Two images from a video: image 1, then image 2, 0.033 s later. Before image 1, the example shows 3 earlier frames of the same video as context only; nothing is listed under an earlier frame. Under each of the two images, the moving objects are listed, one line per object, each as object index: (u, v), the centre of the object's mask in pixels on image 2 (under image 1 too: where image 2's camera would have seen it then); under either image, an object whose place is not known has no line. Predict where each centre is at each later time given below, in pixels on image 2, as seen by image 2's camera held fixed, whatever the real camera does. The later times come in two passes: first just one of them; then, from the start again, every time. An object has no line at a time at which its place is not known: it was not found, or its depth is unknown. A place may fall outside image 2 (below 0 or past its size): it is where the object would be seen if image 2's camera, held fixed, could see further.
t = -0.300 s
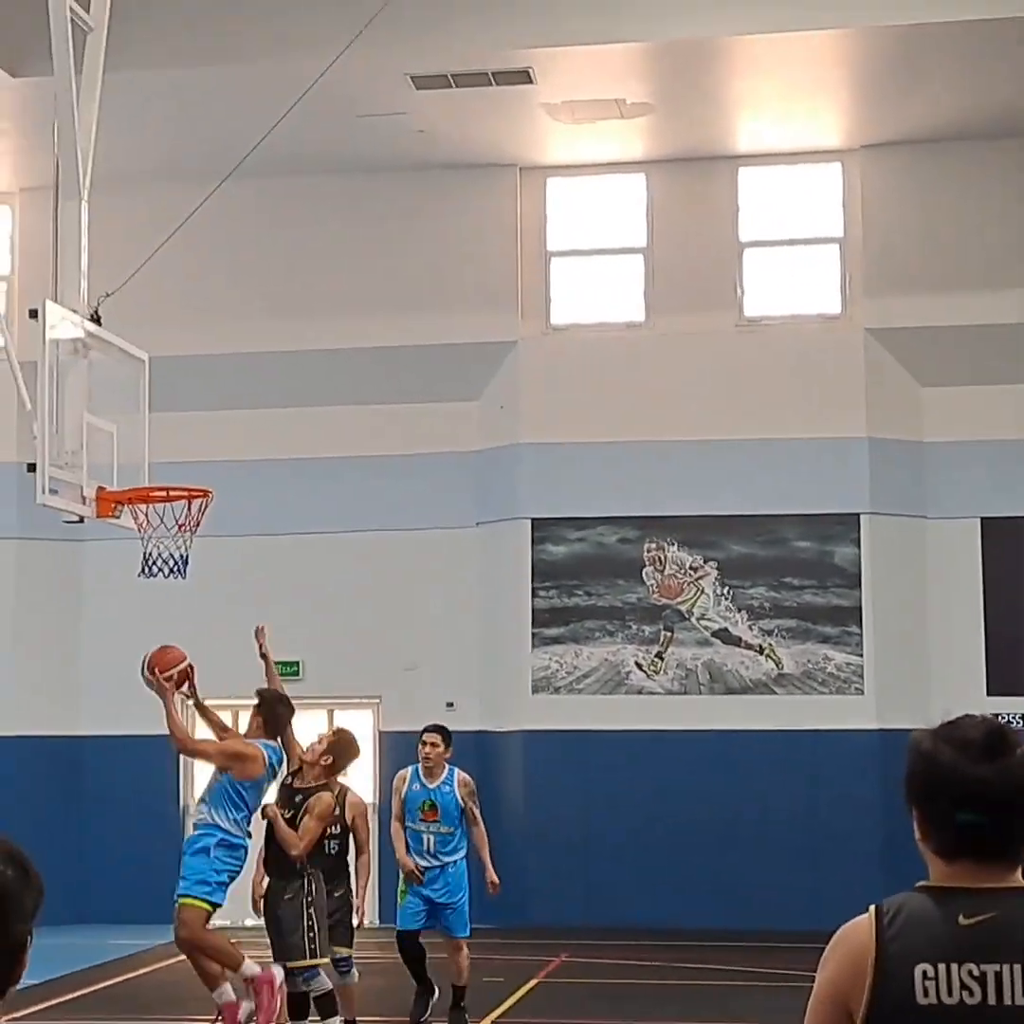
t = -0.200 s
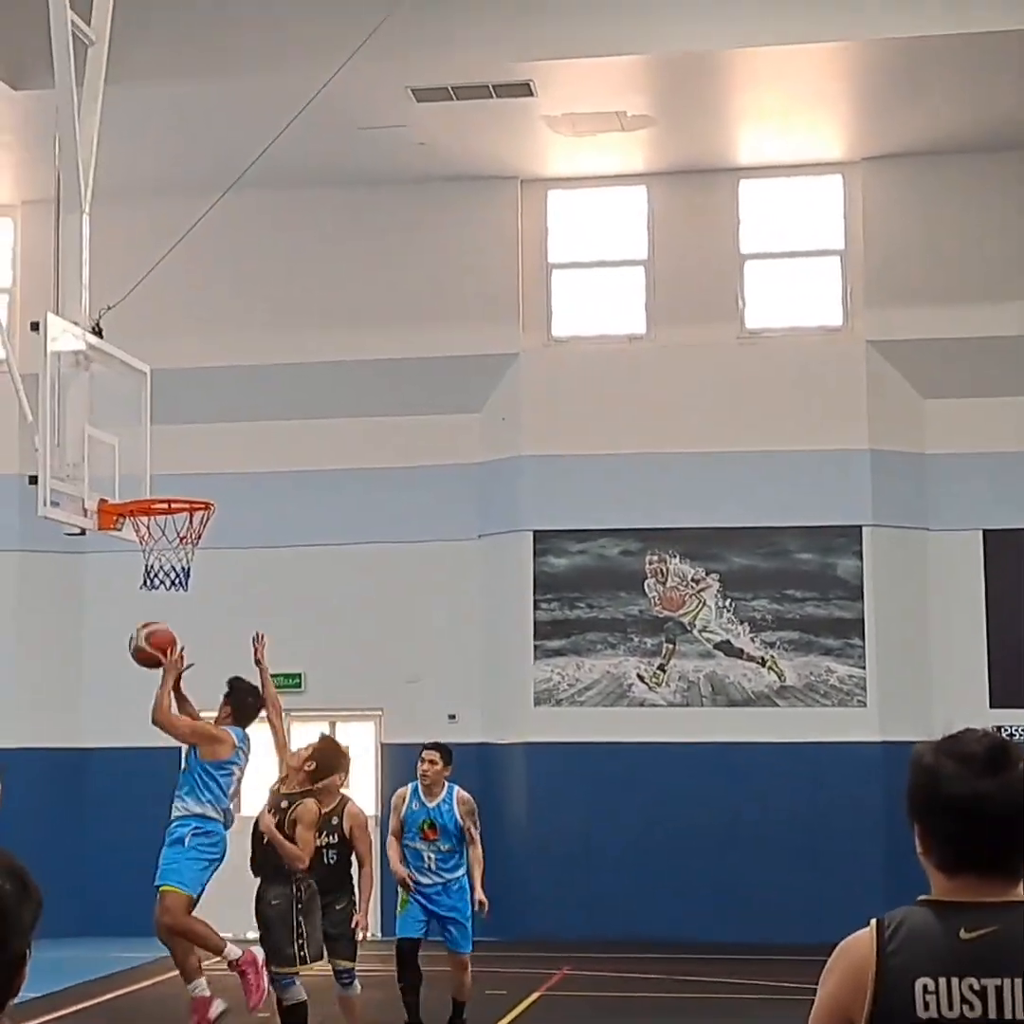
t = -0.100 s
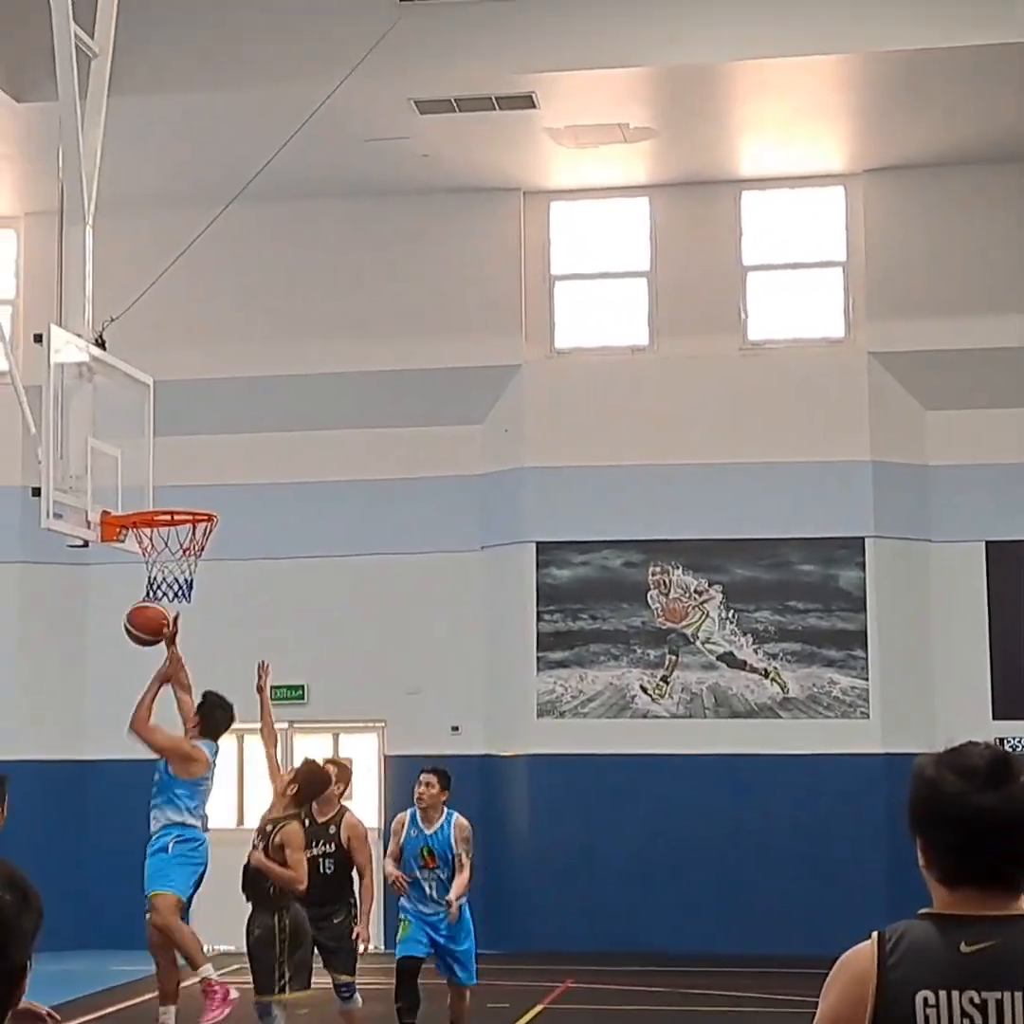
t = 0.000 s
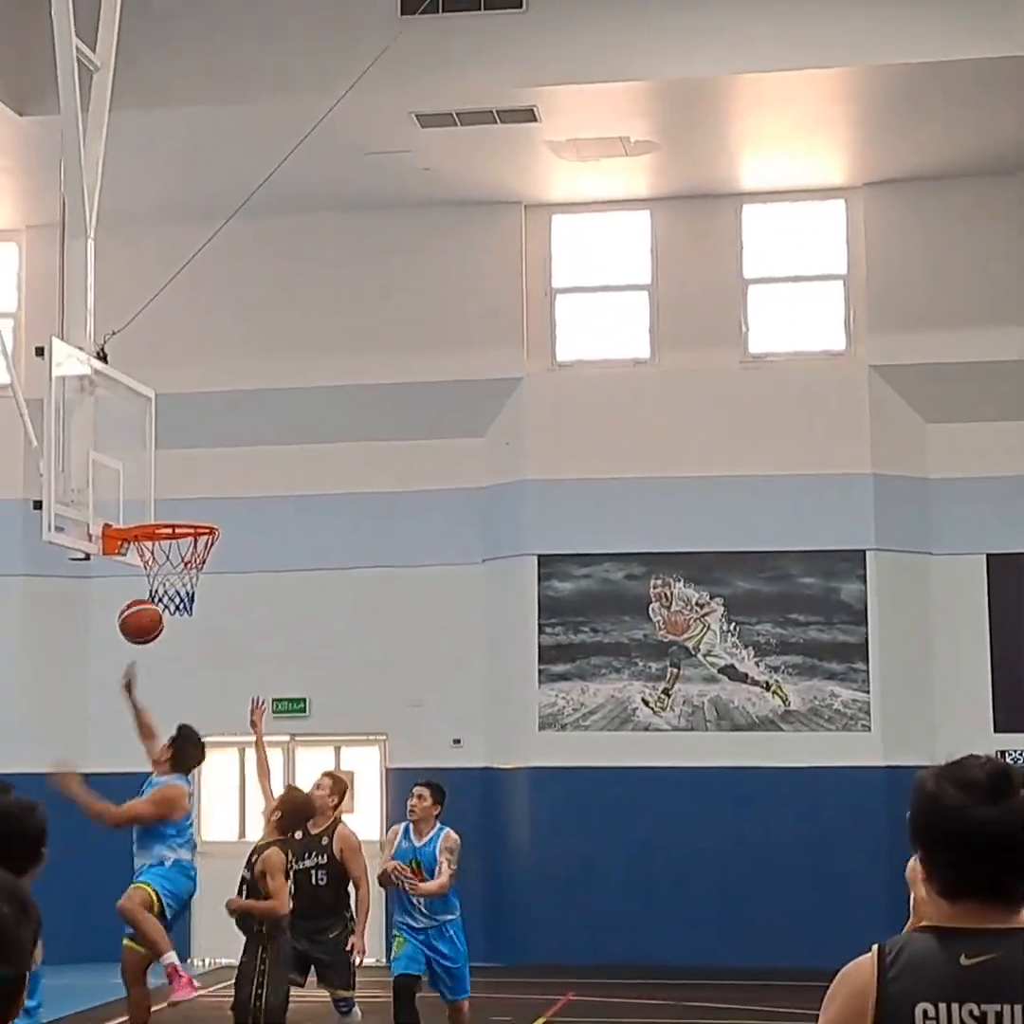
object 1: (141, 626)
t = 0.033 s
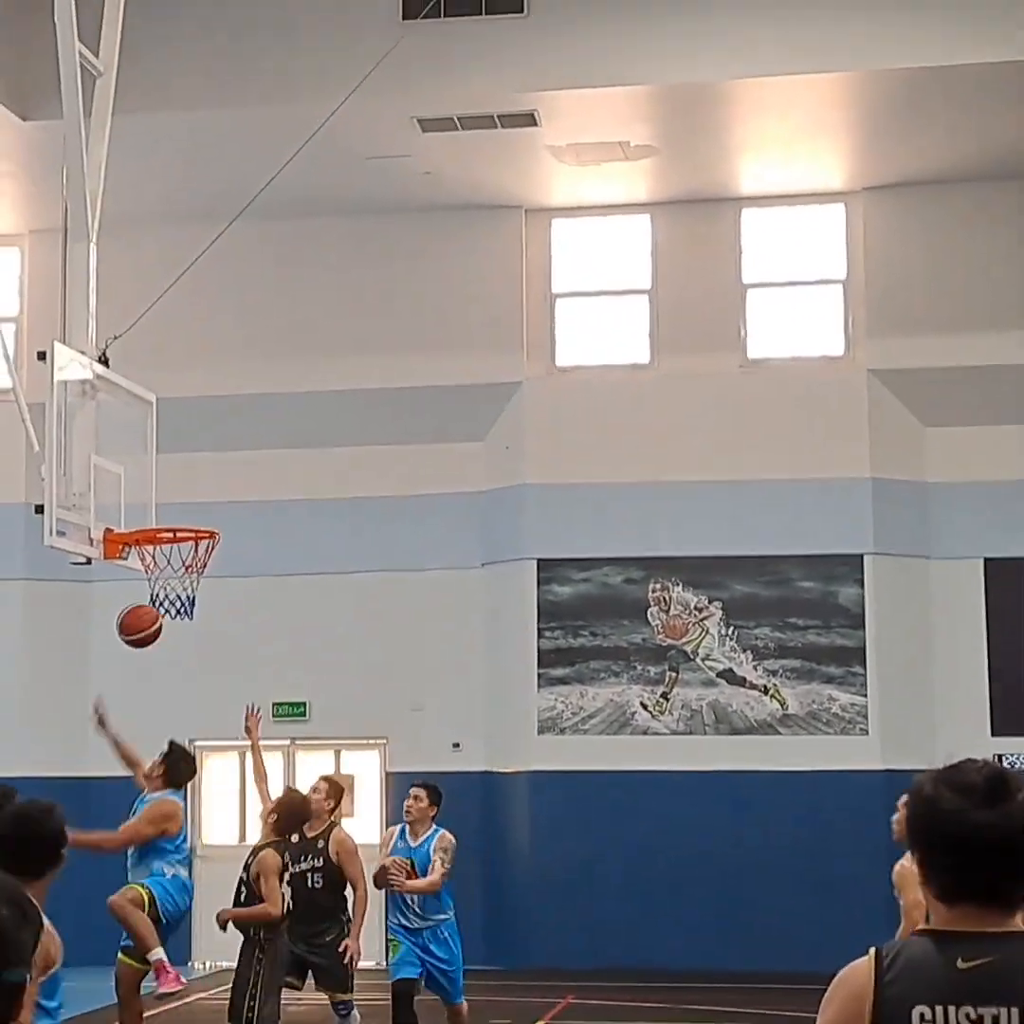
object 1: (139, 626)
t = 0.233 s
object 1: (122, 662)
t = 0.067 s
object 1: (136, 626)
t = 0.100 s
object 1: (133, 629)
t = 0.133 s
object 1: (131, 634)
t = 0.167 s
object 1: (128, 642)
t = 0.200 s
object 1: (124, 651)
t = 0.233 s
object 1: (122, 662)
